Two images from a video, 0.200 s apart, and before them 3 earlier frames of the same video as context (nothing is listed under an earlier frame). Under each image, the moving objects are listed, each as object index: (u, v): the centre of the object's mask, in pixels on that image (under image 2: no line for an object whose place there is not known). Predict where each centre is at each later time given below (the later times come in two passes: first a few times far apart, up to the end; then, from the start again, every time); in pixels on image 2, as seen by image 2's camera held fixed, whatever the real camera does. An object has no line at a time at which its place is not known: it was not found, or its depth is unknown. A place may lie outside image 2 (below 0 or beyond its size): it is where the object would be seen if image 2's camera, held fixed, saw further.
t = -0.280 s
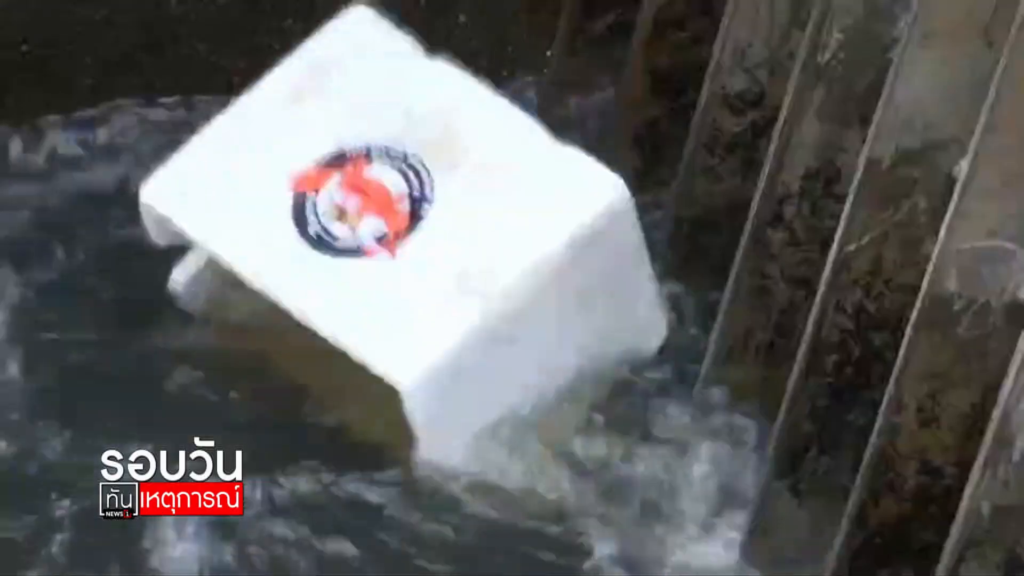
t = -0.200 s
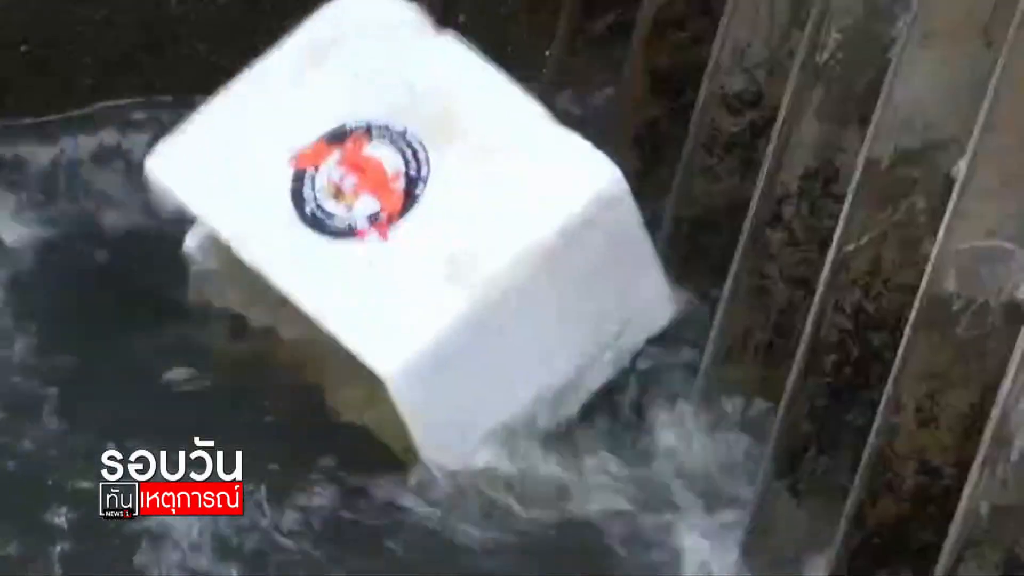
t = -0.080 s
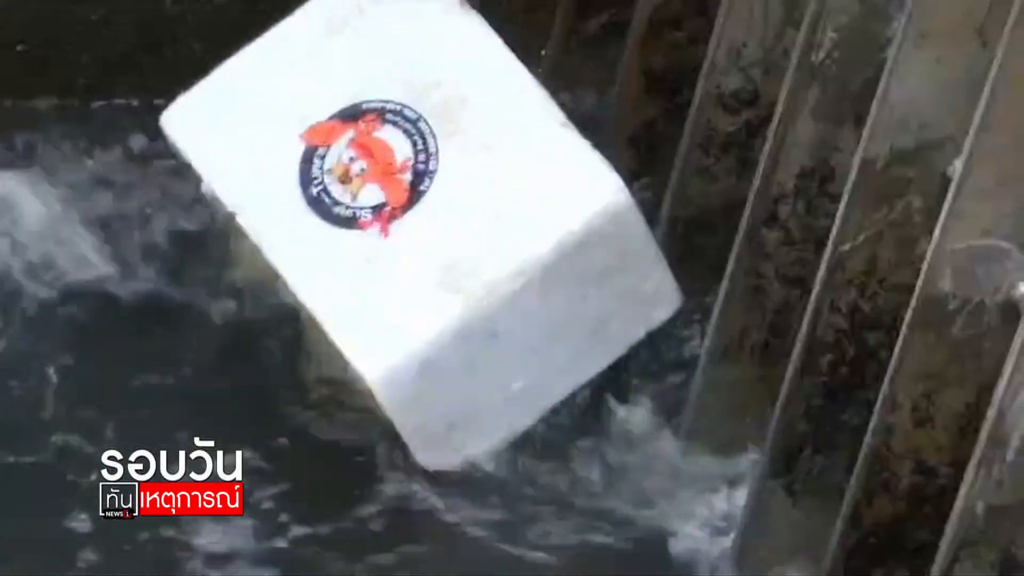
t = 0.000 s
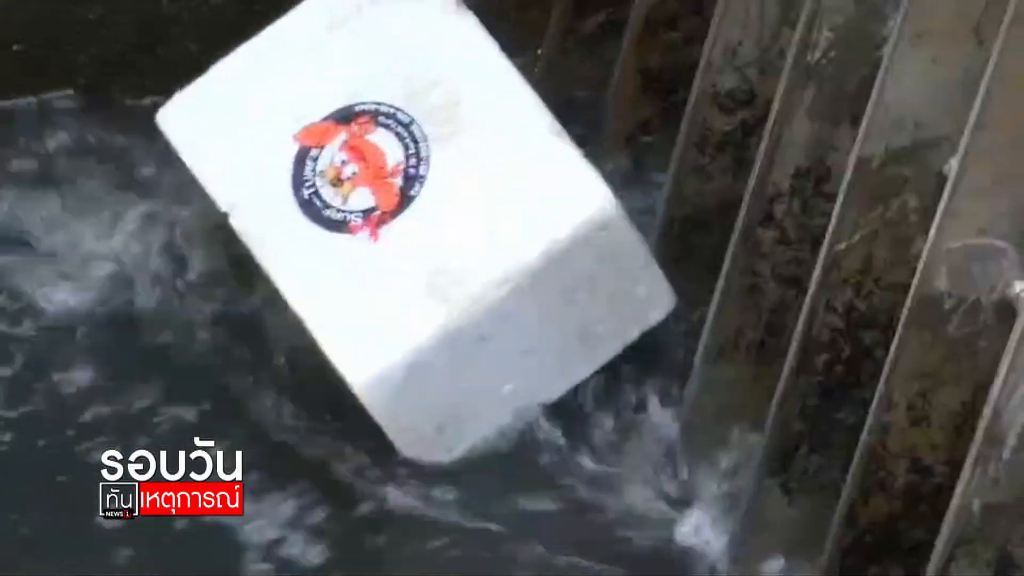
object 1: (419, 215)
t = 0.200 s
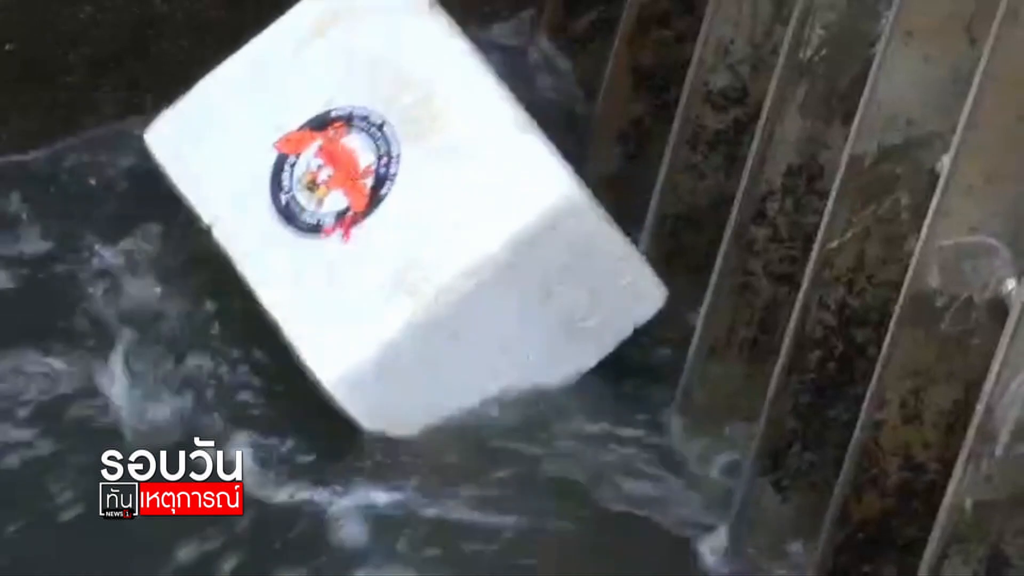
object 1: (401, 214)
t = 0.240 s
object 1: (400, 216)
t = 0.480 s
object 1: (482, 206)
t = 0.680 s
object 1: (470, 213)
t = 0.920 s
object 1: (446, 219)
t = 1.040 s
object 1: (453, 221)
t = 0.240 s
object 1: (400, 216)
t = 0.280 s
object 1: (403, 216)
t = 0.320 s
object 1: (419, 210)
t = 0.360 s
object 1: (432, 207)
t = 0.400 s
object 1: (443, 206)
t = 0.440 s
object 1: (458, 203)
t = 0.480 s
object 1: (482, 206)
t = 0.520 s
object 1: (484, 211)
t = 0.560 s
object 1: (481, 214)
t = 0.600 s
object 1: (475, 217)
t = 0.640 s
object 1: (469, 220)
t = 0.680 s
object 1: (470, 213)
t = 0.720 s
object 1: (469, 214)
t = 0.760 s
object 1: (465, 217)
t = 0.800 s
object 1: (453, 225)
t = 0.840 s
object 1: (449, 228)
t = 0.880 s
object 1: (445, 218)
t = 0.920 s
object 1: (446, 219)
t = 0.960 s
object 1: (448, 219)
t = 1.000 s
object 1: (449, 217)
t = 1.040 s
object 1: (453, 221)
